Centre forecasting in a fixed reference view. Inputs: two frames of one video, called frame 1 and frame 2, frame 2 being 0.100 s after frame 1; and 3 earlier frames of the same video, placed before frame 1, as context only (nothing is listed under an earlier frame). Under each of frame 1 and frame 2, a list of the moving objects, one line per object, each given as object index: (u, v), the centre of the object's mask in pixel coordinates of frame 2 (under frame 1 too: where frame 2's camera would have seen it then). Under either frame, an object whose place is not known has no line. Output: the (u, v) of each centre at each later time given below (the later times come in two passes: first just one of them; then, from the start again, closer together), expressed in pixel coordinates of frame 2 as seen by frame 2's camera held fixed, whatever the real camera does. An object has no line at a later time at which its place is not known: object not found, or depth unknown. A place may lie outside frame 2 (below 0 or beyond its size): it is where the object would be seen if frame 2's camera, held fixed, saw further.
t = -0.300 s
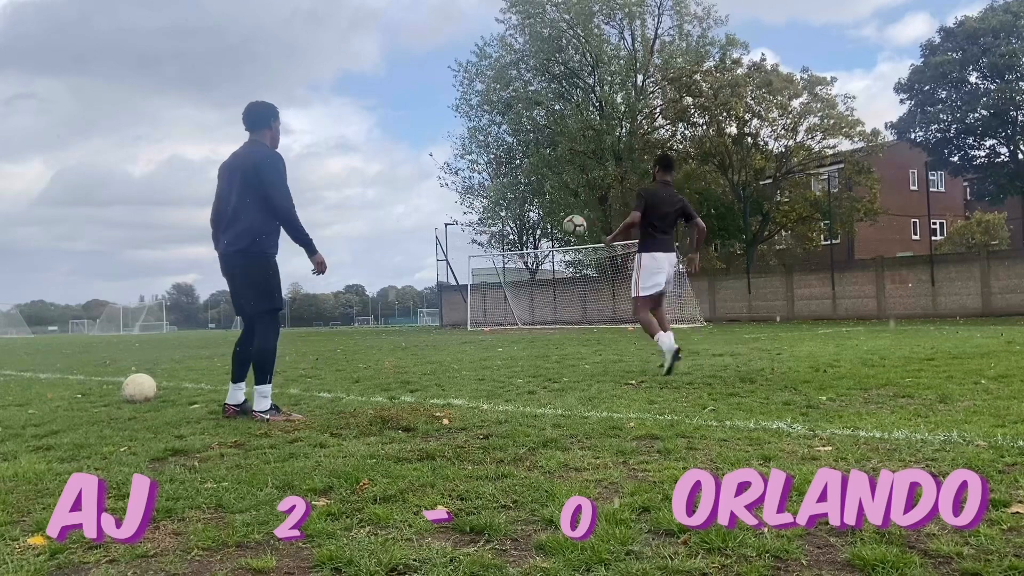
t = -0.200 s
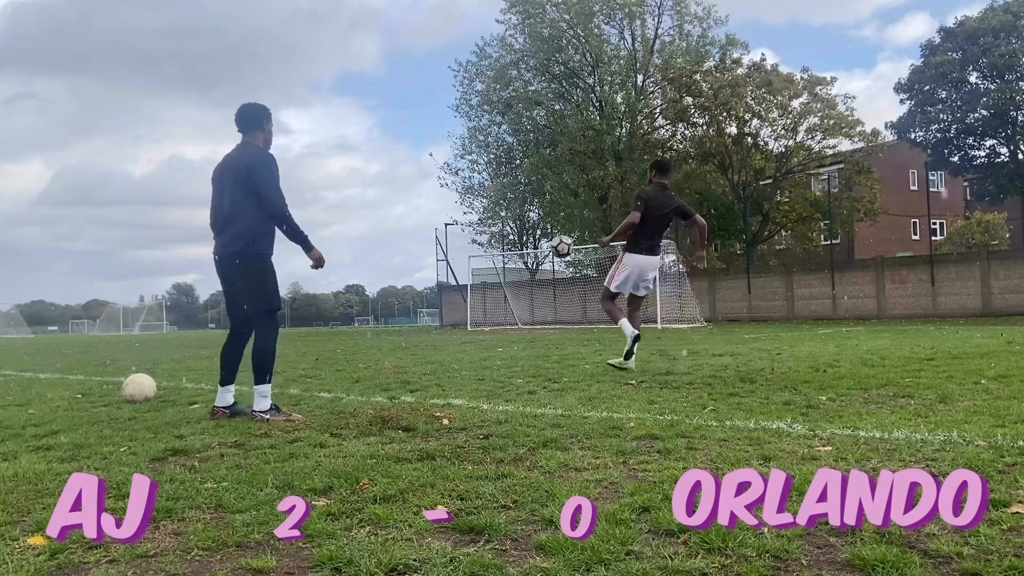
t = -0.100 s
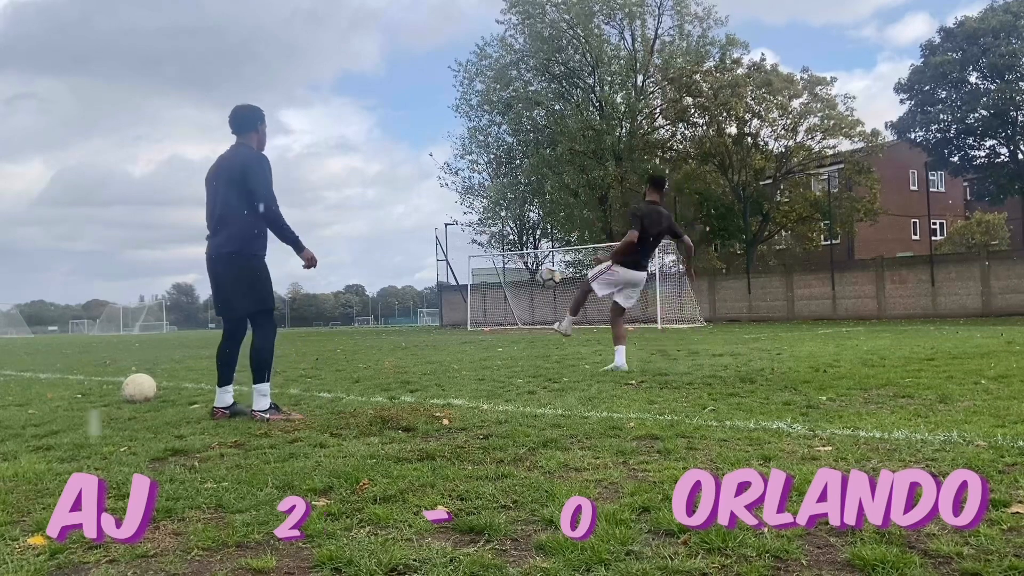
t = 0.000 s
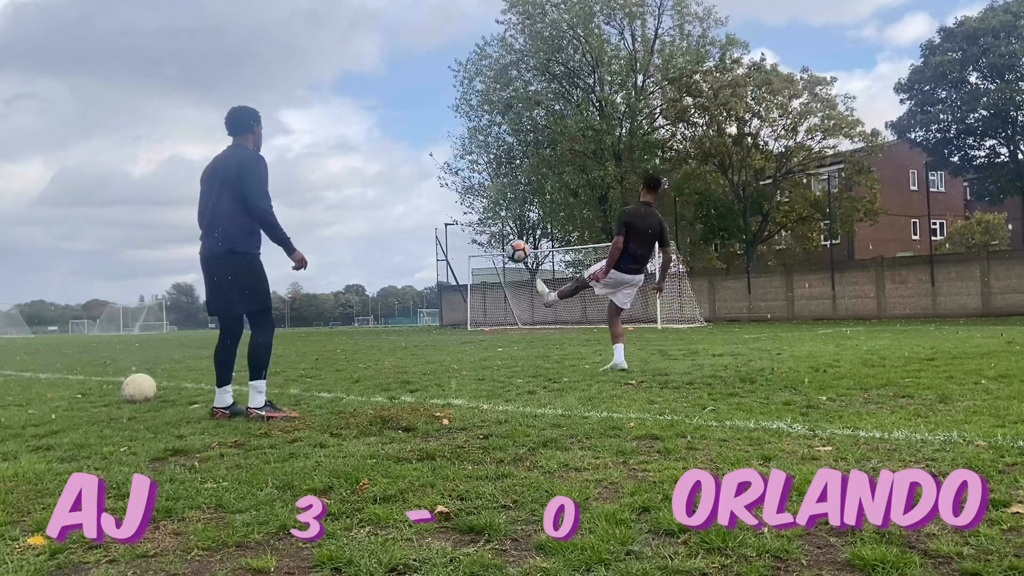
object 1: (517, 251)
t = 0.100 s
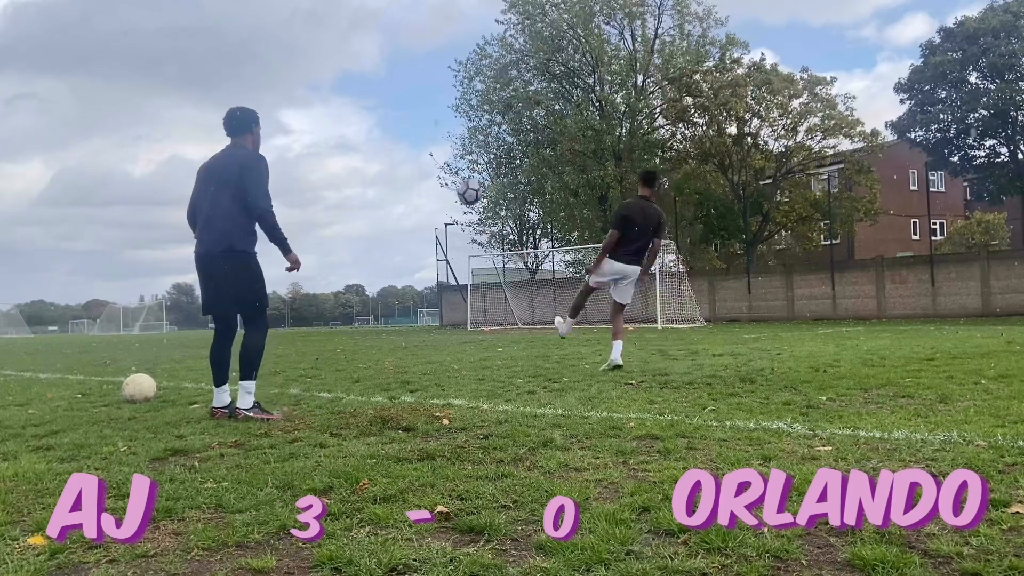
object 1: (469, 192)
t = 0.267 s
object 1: (376, 107)
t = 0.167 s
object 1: (434, 156)
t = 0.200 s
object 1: (416, 139)
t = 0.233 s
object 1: (396, 123)
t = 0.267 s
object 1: (376, 107)
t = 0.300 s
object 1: (354, 92)
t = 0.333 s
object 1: (332, 78)
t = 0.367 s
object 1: (308, 64)
